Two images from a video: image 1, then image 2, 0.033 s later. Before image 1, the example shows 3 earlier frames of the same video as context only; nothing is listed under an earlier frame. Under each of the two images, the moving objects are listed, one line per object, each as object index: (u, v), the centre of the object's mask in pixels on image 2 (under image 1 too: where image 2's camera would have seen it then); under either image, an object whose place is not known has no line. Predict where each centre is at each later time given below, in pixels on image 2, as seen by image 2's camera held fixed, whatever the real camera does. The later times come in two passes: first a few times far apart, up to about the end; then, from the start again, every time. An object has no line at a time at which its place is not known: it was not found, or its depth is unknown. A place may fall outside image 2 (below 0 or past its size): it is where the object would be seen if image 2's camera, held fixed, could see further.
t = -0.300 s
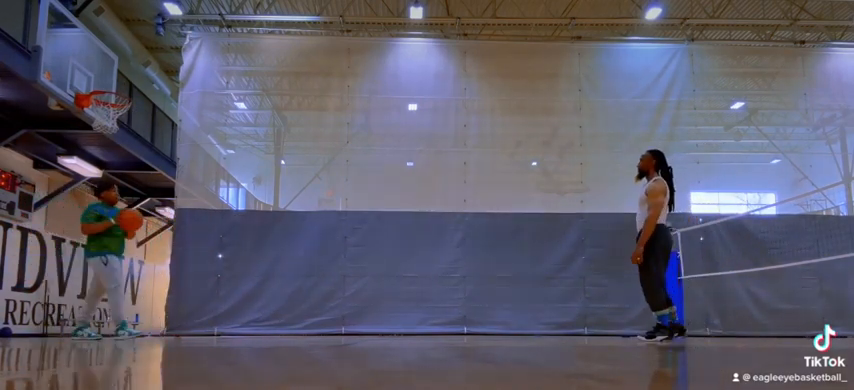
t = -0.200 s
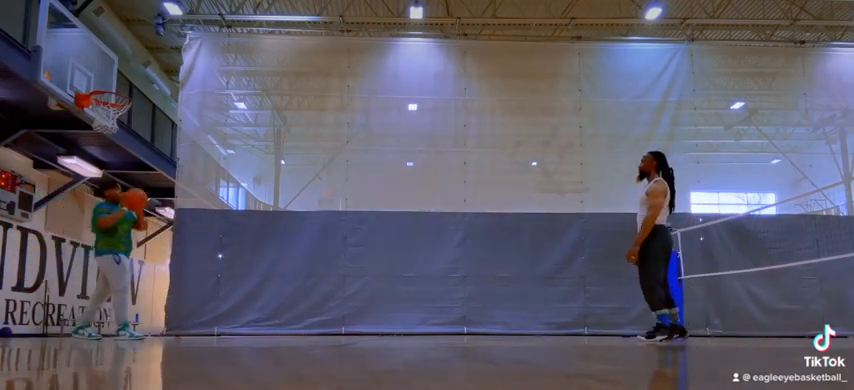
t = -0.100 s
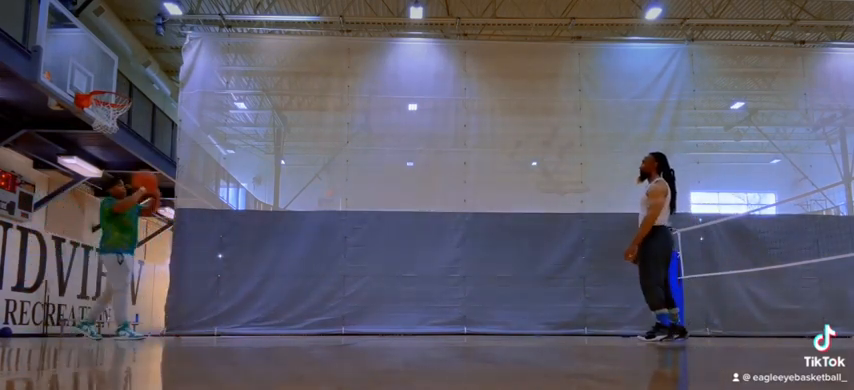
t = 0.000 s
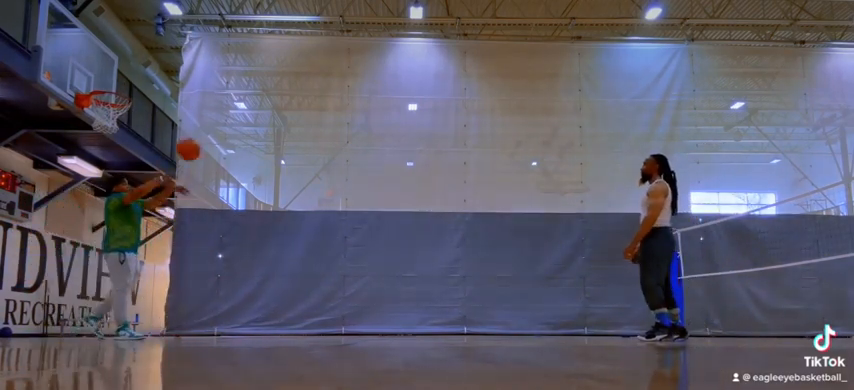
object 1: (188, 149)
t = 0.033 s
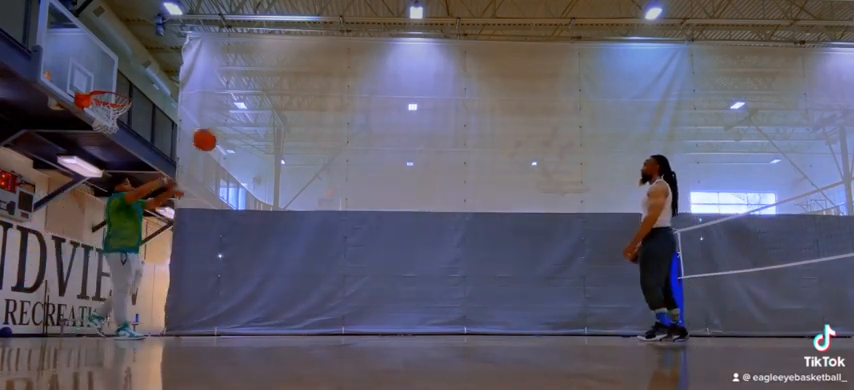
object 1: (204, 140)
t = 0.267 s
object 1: (321, 103)
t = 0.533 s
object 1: (457, 123)
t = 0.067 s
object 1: (222, 131)
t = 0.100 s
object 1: (238, 124)
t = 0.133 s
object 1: (255, 117)
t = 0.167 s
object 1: (272, 112)
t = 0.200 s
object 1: (288, 108)
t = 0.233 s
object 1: (305, 105)
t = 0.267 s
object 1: (321, 103)
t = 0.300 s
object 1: (338, 101)
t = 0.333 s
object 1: (355, 101)
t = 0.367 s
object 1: (372, 102)
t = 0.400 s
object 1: (389, 104)
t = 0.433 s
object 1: (406, 107)
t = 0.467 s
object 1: (424, 111)
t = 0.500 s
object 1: (440, 116)
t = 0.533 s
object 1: (457, 123)
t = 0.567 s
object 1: (475, 130)
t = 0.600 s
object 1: (492, 138)
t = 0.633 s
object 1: (510, 148)
